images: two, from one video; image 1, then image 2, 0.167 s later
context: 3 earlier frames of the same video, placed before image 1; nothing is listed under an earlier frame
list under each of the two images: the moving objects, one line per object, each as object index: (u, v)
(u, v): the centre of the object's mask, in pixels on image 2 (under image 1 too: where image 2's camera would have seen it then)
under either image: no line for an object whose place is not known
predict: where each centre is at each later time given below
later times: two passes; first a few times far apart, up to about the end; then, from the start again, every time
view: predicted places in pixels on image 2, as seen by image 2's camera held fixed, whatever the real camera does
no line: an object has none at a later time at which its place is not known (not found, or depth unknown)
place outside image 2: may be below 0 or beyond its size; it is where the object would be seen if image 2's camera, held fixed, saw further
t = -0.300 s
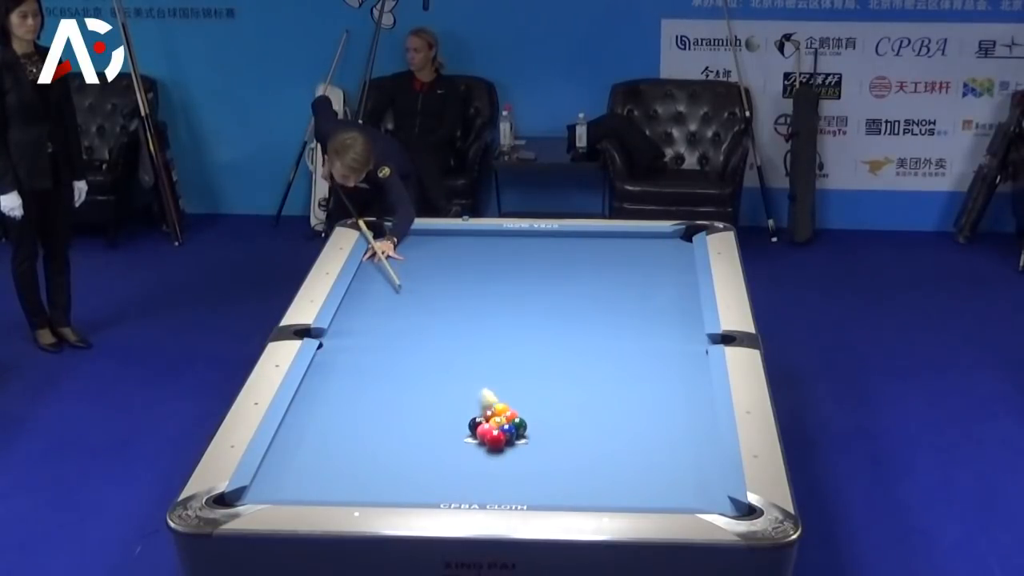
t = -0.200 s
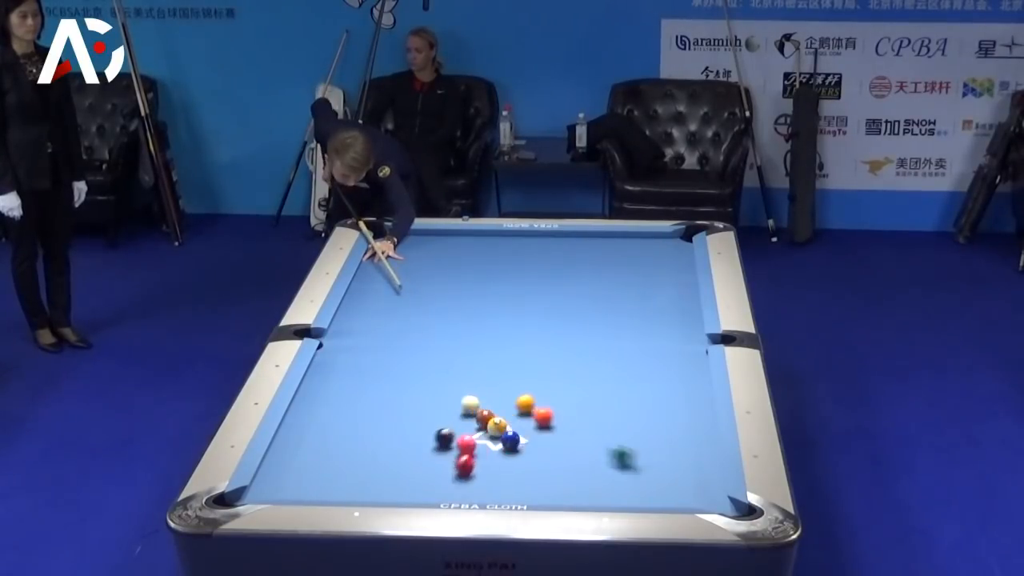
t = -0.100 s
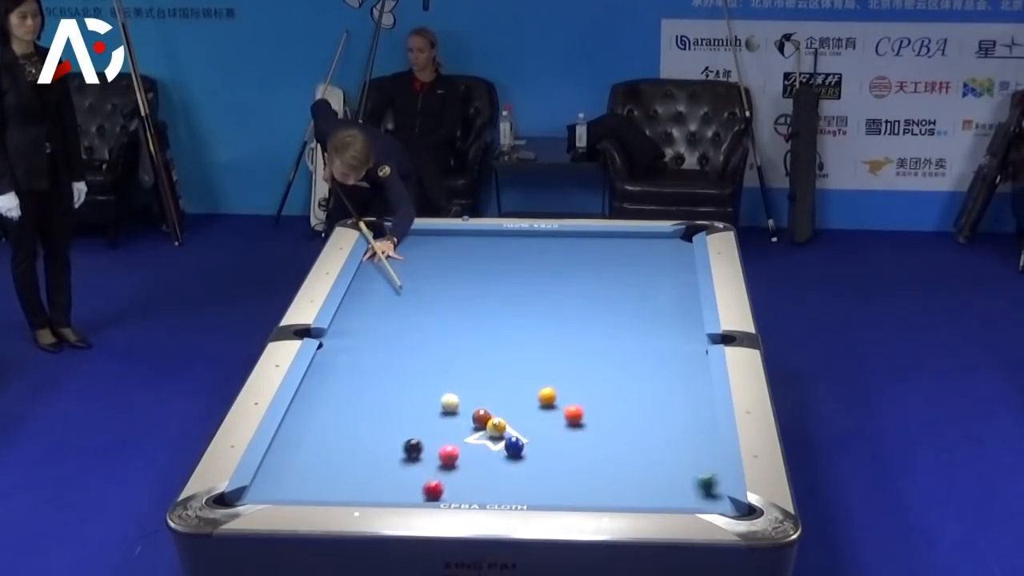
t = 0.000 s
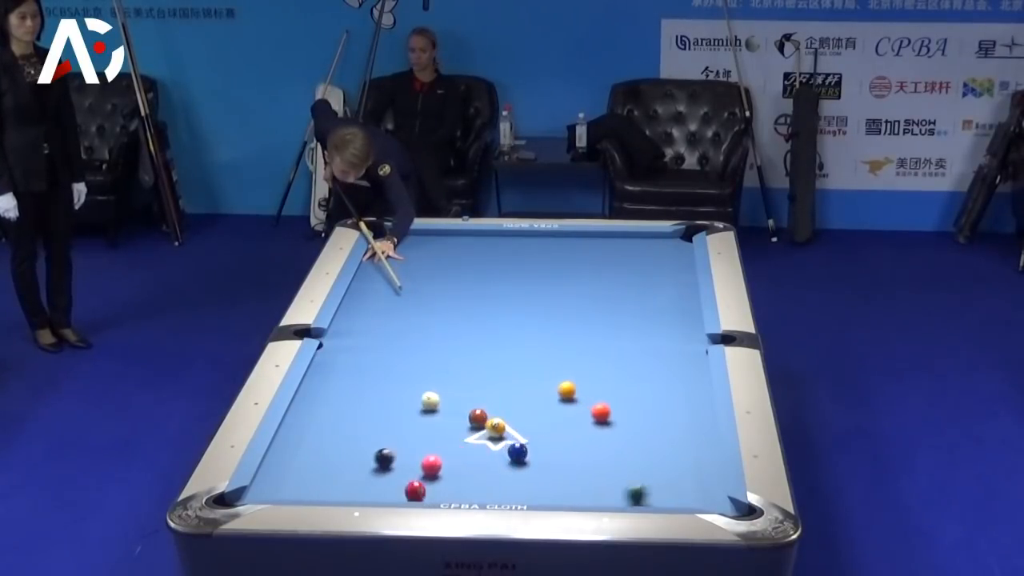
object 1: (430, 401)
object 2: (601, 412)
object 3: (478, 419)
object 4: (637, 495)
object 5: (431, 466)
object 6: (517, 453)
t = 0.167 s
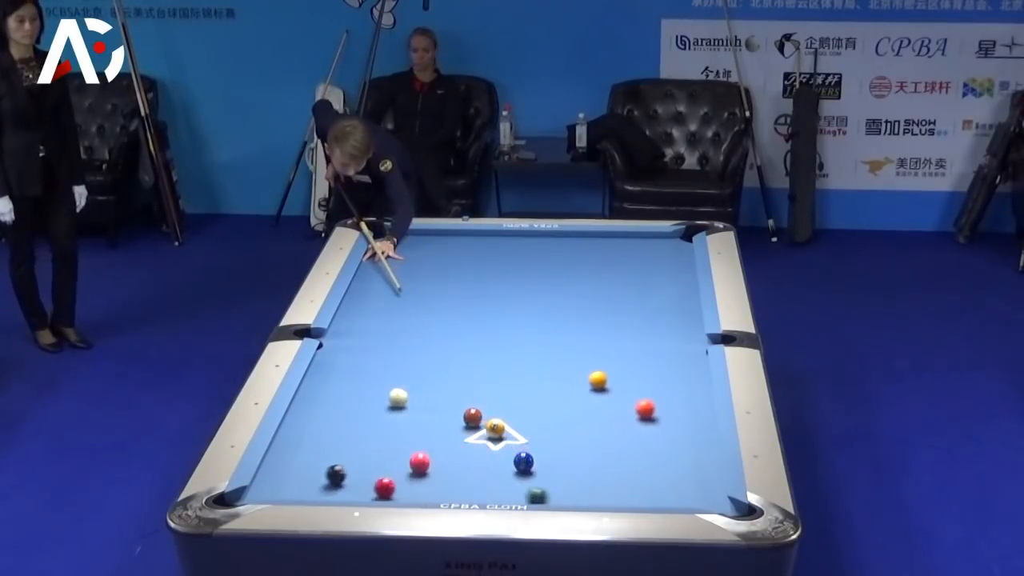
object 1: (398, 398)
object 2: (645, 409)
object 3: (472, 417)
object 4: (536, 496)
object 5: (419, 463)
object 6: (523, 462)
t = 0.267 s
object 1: (379, 396)
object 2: (671, 407)
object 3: (470, 417)
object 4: (490, 491)
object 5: (418, 456)
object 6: (527, 469)
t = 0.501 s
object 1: (337, 392)
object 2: (689, 400)
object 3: (464, 416)
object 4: (388, 474)
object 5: (410, 444)
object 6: (535, 482)
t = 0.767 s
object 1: (317, 386)
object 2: (650, 391)
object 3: (458, 416)
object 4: (279, 457)
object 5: (402, 432)
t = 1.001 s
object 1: (340, 379)
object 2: (619, 383)
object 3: (455, 416)
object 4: (337, 436)
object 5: (396, 422)
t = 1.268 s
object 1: (364, 371)
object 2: (585, 374)
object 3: (453, 416)
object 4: (382, 420)
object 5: (405, 407)
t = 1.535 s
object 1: (385, 364)
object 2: (553, 365)
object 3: (452, 415)
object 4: (402, 413)
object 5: (429, 387)
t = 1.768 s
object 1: (403, 359)
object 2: (527, 359)
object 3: (452, 415)
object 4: (417, 408)
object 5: (448, 371)
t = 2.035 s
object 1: (422, 353)
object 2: (500, 352)
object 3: (452, 415)
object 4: (434, 402)
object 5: (468, 354)
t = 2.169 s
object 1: (430, 350)
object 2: (493, 348)
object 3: (452, 415)
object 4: (441, 399)
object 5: (470, 346)
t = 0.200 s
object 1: (392, 397)
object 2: (653, 408)
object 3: (471, 417)
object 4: (521, 494)
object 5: (419, 460)
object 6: (525, 464)
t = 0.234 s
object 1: (386, 396)
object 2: (662, 407)
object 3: (470, 417)
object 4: (506, 492)
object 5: (418, 458)
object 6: (526, 466)
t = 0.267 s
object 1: (379, 396)
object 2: (671, 407)
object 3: (470, 417)
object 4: (490, 491)
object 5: (418, 456)
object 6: (527, 469)
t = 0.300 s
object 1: (373, 395)
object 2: (680, 406)
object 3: (469, 417)
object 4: (476, 489)
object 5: (417, 454)
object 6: (528, 470)
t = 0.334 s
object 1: (367, 395)
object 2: (688, 405)
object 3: (468, 417)
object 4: (461, 486)
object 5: (416, 452)
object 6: (529, 472)
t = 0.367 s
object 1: (361, 394)
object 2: (696, 405)
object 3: (467, 417)
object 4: (446, 484)
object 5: (414, 451)
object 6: (531, 474)
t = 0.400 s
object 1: (355, 394)
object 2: (704, 404)
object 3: (466, 417)
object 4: (431, 481)
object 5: (414, 449)
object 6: (532, 476)
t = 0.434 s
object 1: (349, 393)
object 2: (700, 403)
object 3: (465, 417)
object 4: (417, 479)
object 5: (412, 448)
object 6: (533, 479)
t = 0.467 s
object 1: (342, 392)
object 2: (694, 401)
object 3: (464, 416)
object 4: (403, 477)
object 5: (411, 446)
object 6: (534, 480)
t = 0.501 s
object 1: (337, 392)
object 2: (689, 400)
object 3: (464, 416)
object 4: (388, 474)
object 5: (410, 444)
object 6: (535, 482)
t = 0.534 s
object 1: (331, 391)
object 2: (684, 399)
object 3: (463, 416)
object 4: (374, 472)
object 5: (409, 443)
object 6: (536, 484)
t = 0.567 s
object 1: (325, 390)
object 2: (679, 398)
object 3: (462, 416)
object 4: (360, 469)
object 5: (408, 441)
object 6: (537, 485)
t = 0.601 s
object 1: (319, 390)
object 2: (674, 397)
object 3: (461, 416)
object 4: (347, 467)
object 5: (407, 440)
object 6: (539, 487)
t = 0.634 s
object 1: (313, 389)
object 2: (669, 395)
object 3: (461, 415)
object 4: (333, 465)
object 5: (406, 438)
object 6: (540, 490)
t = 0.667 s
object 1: (308, 389)
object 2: (664, 394)
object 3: (460, 415)
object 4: (319, 463)
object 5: (405, 437)
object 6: (541, 491)
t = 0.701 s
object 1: (308, 388)
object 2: (660, 393)
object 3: (459, 415)
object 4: (306, 460)
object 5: (404, 436)
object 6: (542, 493)
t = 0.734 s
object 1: (313, 387)
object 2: (655, 392)
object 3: (459, 415)
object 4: (293, 458)
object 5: (403, 434)
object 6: (543, 494)
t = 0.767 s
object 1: (317, 386)
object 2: (650, 391)
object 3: (458, 416)
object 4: (279, 457)
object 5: (402, 432)
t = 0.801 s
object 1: (321, 384)
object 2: (646, 389)
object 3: (458, 416)
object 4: (278, 454)
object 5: (402, 431)
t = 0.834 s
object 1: (324, 384)
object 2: (641, 388)
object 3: (457, 416)
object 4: (290, 451)
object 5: (401, 429)
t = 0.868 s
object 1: (327, 383)
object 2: (637, 387)
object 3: (457, 416)
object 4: (301, 448)
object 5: (400, 428)
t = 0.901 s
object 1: (330, 382)
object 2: (632, 386)
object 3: (456, 416)
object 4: (311, 445)
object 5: (399, 426)
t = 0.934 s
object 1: (333, 380)
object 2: (628, 385)
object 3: (456, 415)
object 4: (320, 442)
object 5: (398, 425)
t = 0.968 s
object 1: (337, 380)
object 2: (623, 384)
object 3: (455, 416)
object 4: (329, 439)
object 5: (397, 424)
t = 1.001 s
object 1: (340, 379)
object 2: (619, 383)
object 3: (455, 416)
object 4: (337, 436)
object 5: (396, 422)
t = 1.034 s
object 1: (343, 378)
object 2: (614, 381)
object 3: (455, 416)
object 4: (344, 433)
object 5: (395, 421)
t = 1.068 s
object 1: (346, 376)
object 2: (610, 380)
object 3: (454, 416)
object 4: (352, 430)
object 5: (395, 420)
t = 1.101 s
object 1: (349, 376)
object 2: (606, 379)
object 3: (454, 415)
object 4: (360, 428)
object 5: (394, 419)
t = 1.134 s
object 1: (352, 375)
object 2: (601, 378)
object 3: (453, 415)
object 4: (368, 425)
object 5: (393, 417)
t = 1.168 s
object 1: (355, 374)
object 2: (598, 377)
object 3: (453, 416)
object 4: (375, 422)
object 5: (392, 417)
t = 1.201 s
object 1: (358, 373)
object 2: (593, 376)
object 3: (453, 415)
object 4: (378, 421)
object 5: (396, 413)
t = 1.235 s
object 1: (361, 372)
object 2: (589, 375)
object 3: (453, 415)
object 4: (380, 421)
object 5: (401, 410)
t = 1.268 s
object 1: (364, 371)
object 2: (585, 374)
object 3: (453, 416)
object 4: (382, 420)
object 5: (405, 407)
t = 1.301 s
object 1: (367, 370)
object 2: (581, 372)
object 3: (452, 415)
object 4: (384, 419)
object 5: (408, 404)
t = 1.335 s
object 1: (369, 369)
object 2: (577, 372)
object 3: (452, 415)
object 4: (387, 418)
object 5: (411, 401)
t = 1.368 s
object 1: (372, 368)
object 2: (573, 371)
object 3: (452, 415)
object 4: (389, 417)
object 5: (414, 399)
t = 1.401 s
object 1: (375, 368)
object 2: (569, 369)
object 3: (452, 415)
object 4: (392, 417)
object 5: (417, 396)
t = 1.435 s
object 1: (377, 367)
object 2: (565, 368)
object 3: (452, 415)
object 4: (394, 416)
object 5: (420, 394)
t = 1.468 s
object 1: (380, 366)
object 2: (561, 367)
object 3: (452, 415)
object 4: (397, 415)
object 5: (423, 392)
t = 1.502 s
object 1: (383, 365)
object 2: (557, 367)
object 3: (452, 415)
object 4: (399, 414)
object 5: (426, 389)
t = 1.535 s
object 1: (385, 364)
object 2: (553, 365)
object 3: (452, 415)
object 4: (402, 413)
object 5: (429, 387)
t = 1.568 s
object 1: (388, 363)
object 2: (549, 364)
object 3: (452, 415)
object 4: (404, 412)
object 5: (432, 384)
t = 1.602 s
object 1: (391, 363)
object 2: (546, 364)
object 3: (452, 415)
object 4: (406, 411)
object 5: (434, 382)
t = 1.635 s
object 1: (393, 362)
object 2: (542, 363)
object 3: (452, 415)
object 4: (408, 411)
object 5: (437, 380)
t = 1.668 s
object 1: (396, 361)
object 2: (538, 361)
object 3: (452, 415)
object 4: (411, 410)
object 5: (440, 377)
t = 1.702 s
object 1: (398, 360)
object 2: (535, 361)
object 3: (452, 415)
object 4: (413, 409)
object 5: (442, 376)
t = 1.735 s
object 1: (401, 359)
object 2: (531, 360)
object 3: (452, 415)
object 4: (415, 408)
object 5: (445, 373)
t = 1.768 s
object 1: (403, 359)
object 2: (527, 359)
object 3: (452, 415)
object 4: (417, 408)
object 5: (448, 371)
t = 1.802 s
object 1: (406, 358)
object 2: (524, 358)
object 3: (452, 415)
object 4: (419, 407)
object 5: (450, 368)
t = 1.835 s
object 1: (408, 357)
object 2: (520, 357)
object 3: (452, 415)
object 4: (421, 406)
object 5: (453, 367)
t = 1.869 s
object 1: (410, 356)
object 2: (517, 356)
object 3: (452, 415)
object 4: (424, 405)
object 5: (455, 364)
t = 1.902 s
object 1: (413, 356)
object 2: (513, 355)
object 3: (452, 415)
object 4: (426, 405)
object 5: (458, 362)
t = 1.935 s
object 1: (415, 355)
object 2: (510, 354)
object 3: (452, 415)
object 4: (428, 404)
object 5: (460, 360)
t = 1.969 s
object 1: (417, 354)
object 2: (506, 353)
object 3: (452, 415)
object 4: (430, 403)
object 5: (463, 358)
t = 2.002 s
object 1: (420, 354)
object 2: (503, 352)
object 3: (452, 415)
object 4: (432, 402)
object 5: (465, 356)
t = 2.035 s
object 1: (422, 353)
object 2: (500, 352)
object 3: (452, 415)
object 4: (434, 402)
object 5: (468, 354)
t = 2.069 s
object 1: (424, 352)
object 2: (496, 351)
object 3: (452, 415)
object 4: (436, 401)
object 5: (470, 352)
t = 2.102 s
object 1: (426, 351)
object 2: (493, 350)
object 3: (452, 415)
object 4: (437, 400)
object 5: (472, 350)
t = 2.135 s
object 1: (428, 351)
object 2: (492, 349)
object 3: (452, 415)
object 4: (439, 400)
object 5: (472, 348)
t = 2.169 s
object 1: (430, 350)
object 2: (493, 348)
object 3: (452, 415)
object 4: (441, 399)
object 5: (470, 346)
